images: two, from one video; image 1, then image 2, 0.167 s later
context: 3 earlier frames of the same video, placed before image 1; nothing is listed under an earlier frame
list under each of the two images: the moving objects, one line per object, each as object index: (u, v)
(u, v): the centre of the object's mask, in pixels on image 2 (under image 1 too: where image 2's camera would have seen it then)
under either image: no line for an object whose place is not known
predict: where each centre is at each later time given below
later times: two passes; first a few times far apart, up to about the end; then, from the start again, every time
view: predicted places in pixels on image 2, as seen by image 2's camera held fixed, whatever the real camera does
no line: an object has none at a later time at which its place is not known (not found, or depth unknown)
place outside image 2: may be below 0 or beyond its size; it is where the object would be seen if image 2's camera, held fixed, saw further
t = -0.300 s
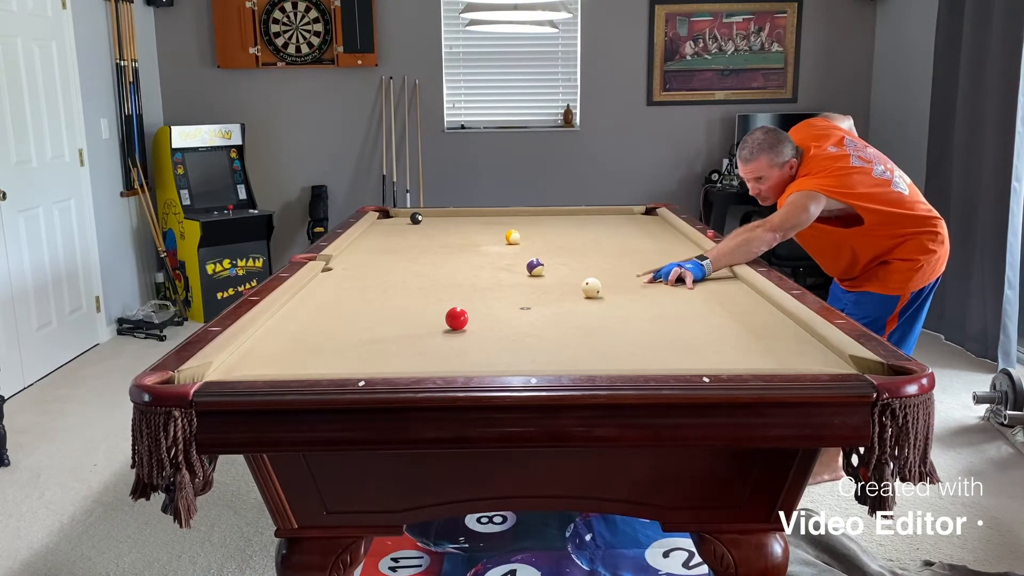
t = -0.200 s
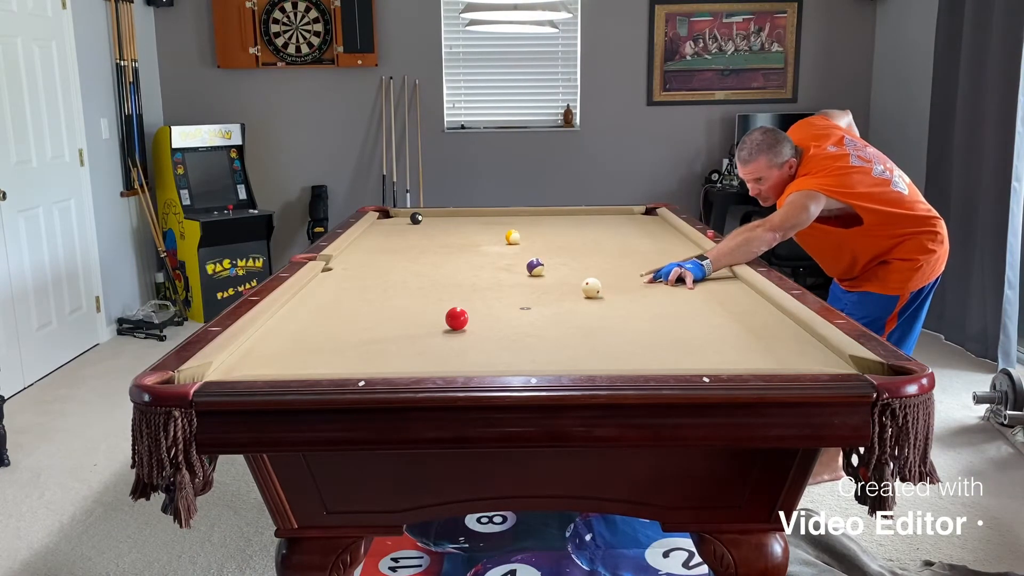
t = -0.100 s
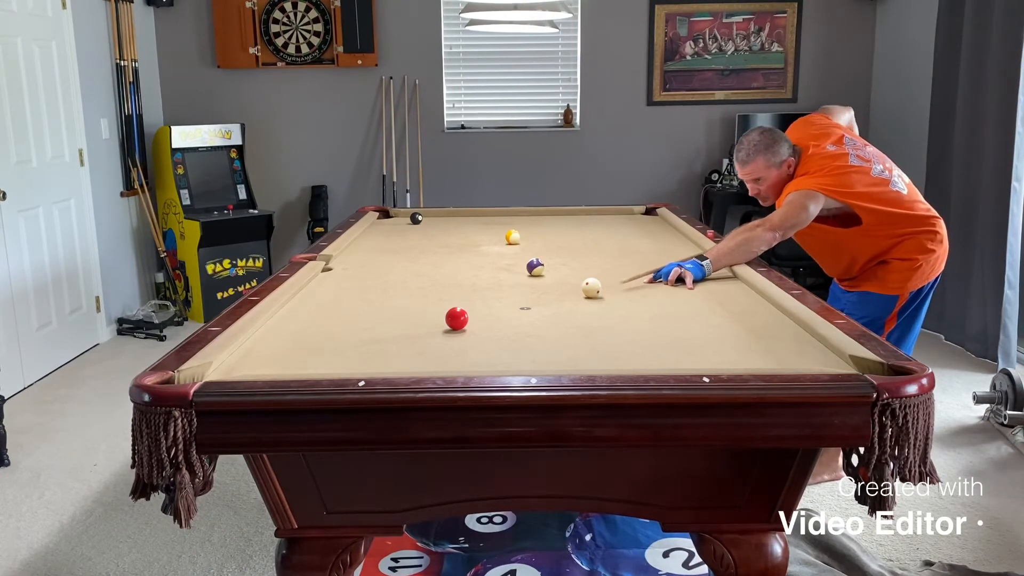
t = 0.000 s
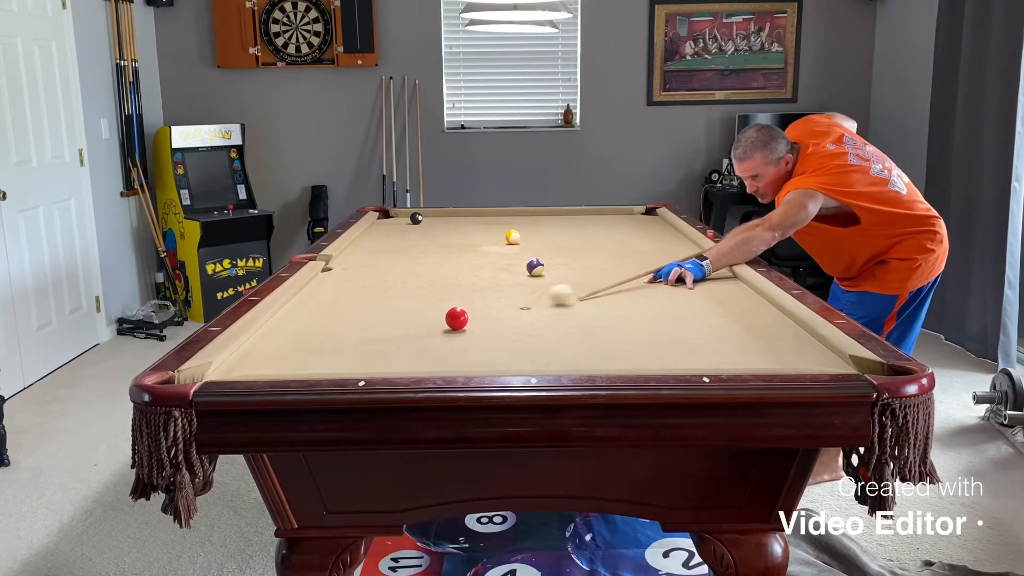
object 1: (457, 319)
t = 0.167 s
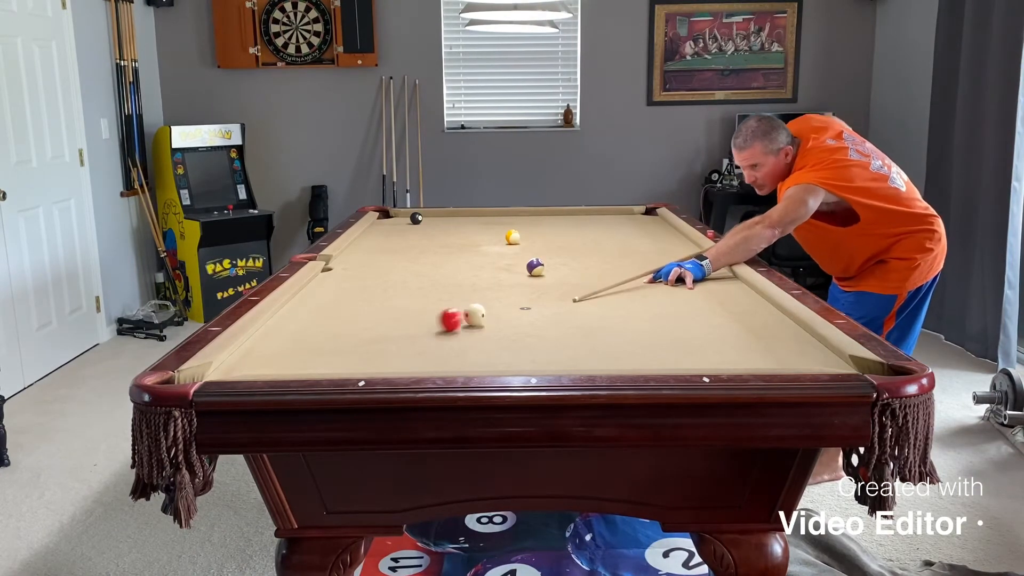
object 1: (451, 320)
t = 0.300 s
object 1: (386, 335)
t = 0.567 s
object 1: (253, 363)
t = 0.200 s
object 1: (433, 324)
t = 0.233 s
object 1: (417, 328)
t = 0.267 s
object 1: (401, 331)
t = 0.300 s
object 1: (386, 335)
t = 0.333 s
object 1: (371, 338)
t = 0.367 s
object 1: (355, 342)
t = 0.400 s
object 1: (339, 345)
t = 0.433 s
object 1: (323, 349)
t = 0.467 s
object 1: (306, 353)
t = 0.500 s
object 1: (289, 357)
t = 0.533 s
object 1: (271, 361)
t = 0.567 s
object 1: (253, 363)
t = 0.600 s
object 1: (234, 366)
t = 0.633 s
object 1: (215, 370)
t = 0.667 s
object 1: (195, 375)
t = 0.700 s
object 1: (177, 381)
